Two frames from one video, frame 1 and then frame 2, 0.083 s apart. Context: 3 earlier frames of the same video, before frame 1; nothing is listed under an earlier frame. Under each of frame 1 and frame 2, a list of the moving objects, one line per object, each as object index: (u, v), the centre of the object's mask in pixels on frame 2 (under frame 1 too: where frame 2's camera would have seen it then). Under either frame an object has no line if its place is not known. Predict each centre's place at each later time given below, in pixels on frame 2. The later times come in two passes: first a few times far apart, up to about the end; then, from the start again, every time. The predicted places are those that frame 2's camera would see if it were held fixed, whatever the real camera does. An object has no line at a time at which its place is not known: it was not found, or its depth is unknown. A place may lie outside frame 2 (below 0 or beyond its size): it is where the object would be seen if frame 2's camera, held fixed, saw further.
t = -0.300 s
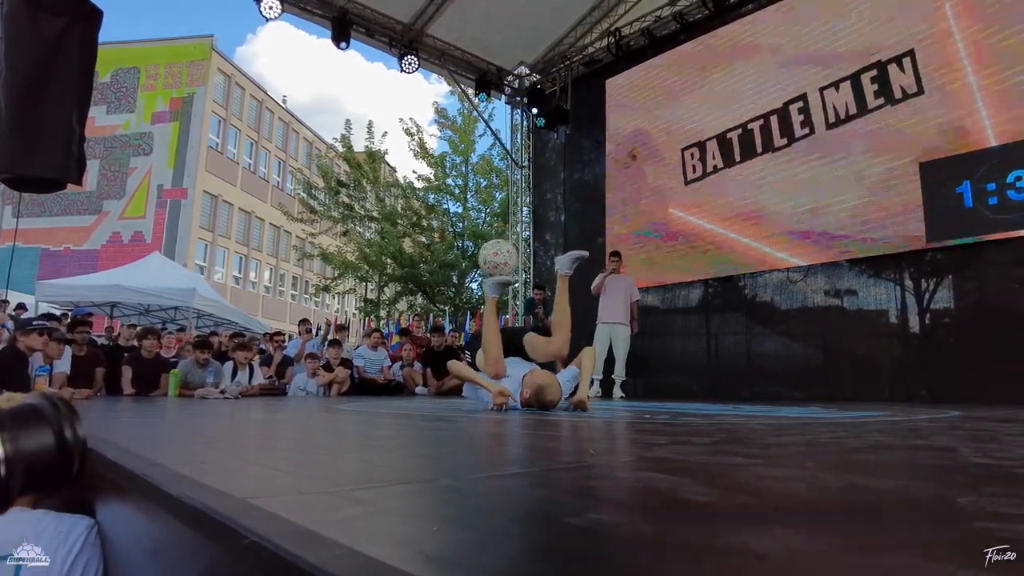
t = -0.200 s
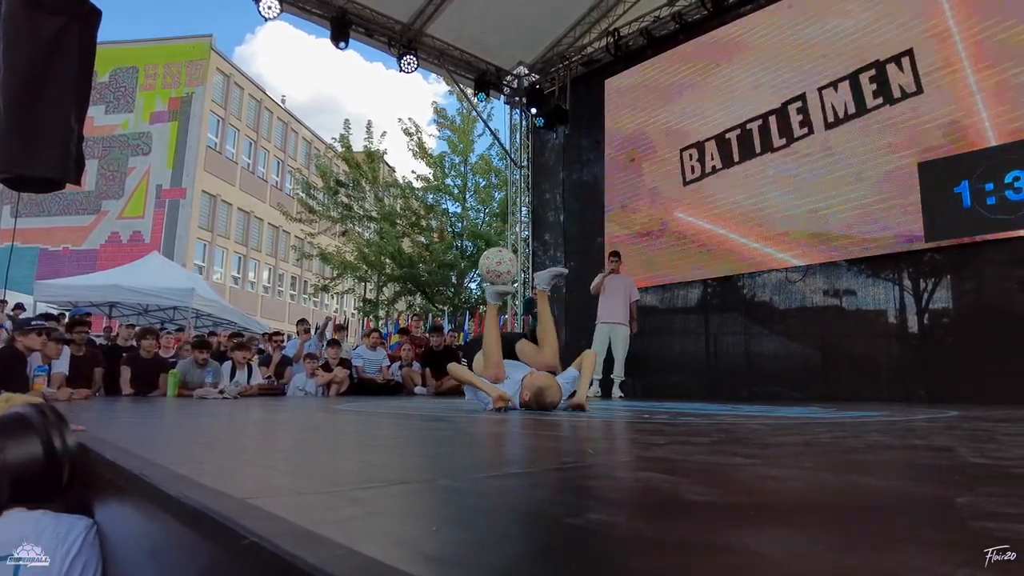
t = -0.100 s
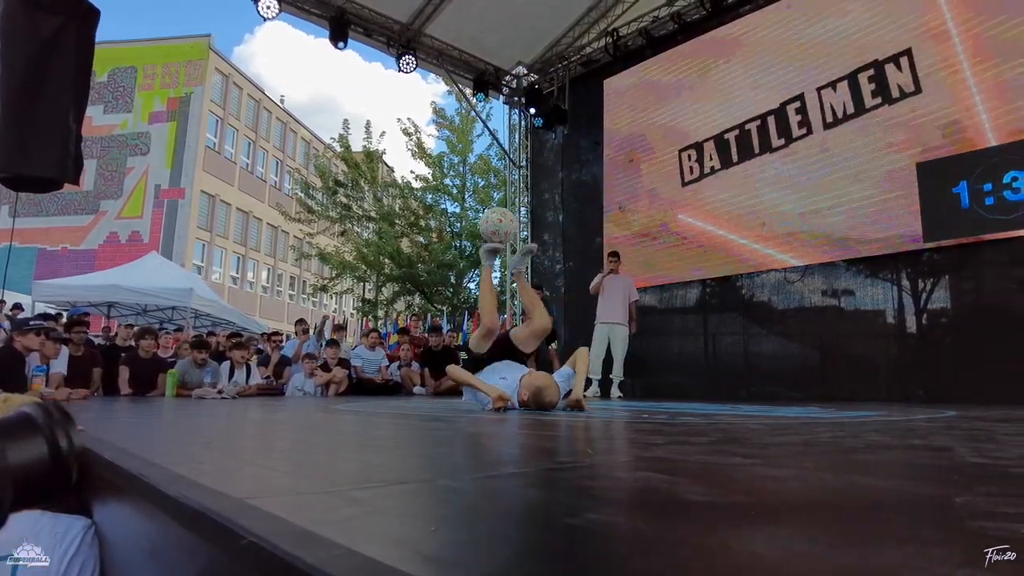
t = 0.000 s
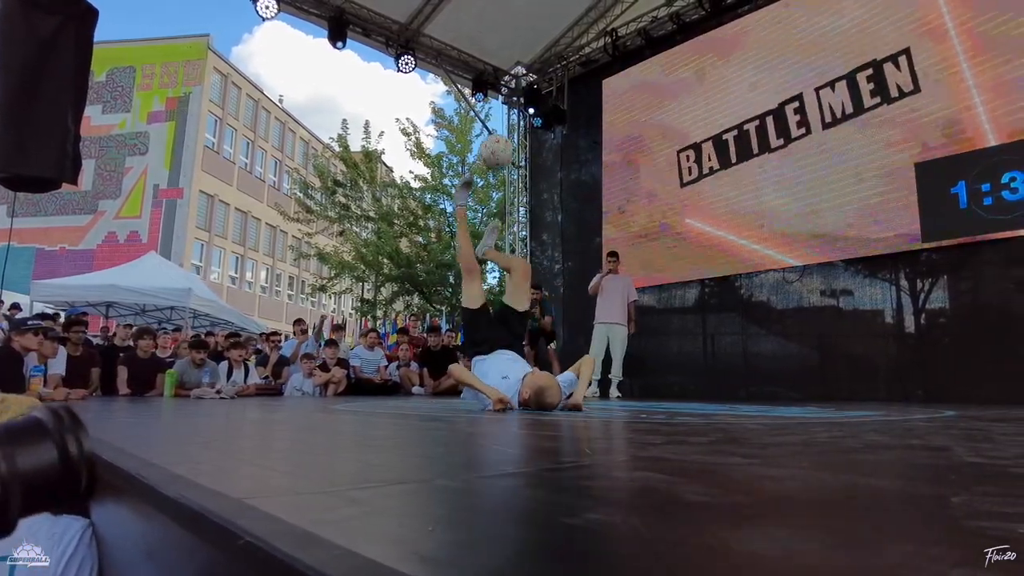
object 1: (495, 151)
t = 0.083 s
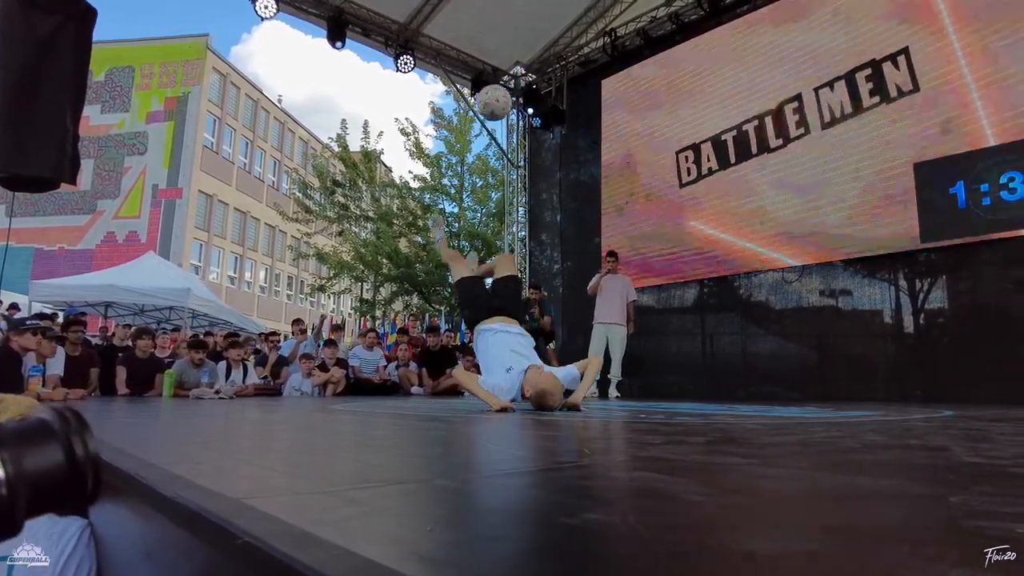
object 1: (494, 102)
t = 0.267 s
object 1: (491, 40)
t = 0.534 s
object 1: (488, 35)
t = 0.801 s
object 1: (482, 114)
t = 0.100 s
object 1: (494, 94)
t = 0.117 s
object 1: (493, 87)
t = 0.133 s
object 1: (493, 80)
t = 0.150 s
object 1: (493, 73)
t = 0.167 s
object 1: (493, 68)
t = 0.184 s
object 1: (492, 63)
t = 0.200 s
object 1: (493, 57)
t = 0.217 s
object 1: (492, 53)
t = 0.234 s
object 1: (491, 47)
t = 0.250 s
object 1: (491, 44)
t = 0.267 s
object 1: (491, 40)
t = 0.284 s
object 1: (491, 37)
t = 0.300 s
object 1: (491, 34)
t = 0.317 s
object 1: (491, 32)
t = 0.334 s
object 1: (490, 30)
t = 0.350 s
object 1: (491, 28)
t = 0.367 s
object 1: (490, 27)
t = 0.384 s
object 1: (490, 27)
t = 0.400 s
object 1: (490, 27)
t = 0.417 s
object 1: (489, 26)
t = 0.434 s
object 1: (489, 27)
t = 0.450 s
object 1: (489, 27)
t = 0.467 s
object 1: (489, 28)
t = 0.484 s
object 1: (488, 29)
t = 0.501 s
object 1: (488, 31)
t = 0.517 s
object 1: (488, 33)
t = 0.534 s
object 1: (488, 35)
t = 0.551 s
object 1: (488, 37)
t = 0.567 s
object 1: (487, 40)
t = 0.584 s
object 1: (487, 43)
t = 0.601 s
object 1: (487, 47)
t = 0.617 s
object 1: (486, 51)
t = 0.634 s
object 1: (486, 56)
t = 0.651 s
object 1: (486, 61)
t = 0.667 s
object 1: (485, 65)
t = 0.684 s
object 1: (485, 71)
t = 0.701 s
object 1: (484, 76)
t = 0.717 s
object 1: (484, 82)
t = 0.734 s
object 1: (484, 88)
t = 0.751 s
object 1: (484, 94)
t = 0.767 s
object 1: (483, 100)
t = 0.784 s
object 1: (482, 107)
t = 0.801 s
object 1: (482, 114)
